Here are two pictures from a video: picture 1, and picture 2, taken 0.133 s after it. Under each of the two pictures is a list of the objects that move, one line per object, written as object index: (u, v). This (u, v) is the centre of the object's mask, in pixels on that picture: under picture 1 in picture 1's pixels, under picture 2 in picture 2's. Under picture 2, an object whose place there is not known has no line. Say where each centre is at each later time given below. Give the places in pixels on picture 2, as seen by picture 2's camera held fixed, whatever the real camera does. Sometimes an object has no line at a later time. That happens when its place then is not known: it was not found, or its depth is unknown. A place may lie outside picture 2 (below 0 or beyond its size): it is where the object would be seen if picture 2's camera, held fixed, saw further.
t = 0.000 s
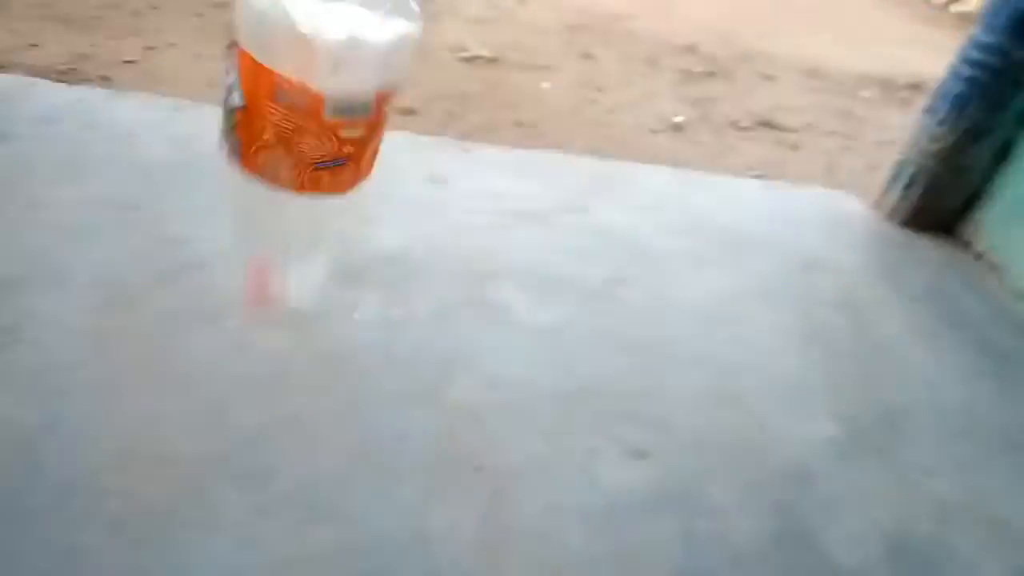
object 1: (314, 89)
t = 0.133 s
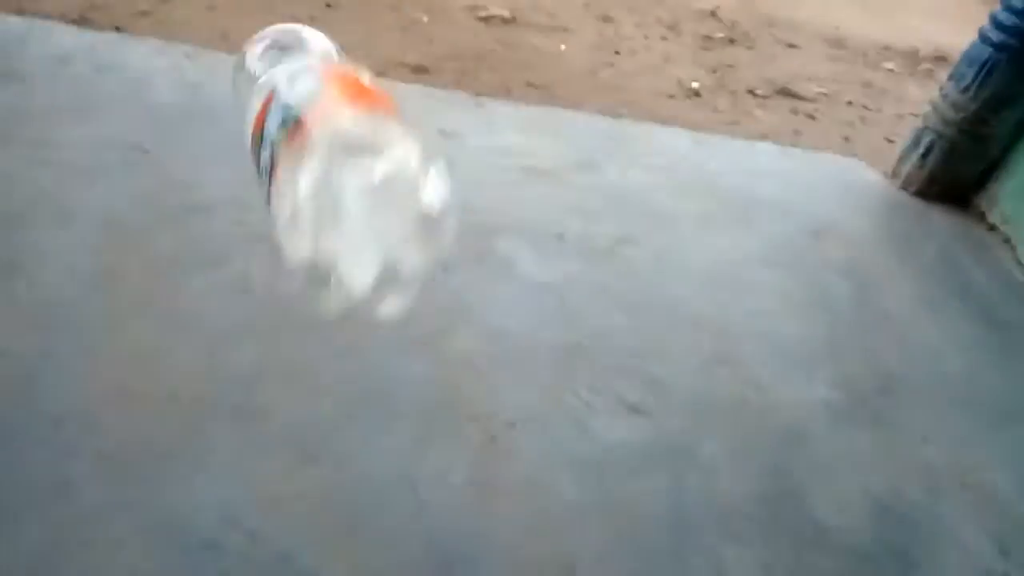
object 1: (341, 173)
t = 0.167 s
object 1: (330, 248)
